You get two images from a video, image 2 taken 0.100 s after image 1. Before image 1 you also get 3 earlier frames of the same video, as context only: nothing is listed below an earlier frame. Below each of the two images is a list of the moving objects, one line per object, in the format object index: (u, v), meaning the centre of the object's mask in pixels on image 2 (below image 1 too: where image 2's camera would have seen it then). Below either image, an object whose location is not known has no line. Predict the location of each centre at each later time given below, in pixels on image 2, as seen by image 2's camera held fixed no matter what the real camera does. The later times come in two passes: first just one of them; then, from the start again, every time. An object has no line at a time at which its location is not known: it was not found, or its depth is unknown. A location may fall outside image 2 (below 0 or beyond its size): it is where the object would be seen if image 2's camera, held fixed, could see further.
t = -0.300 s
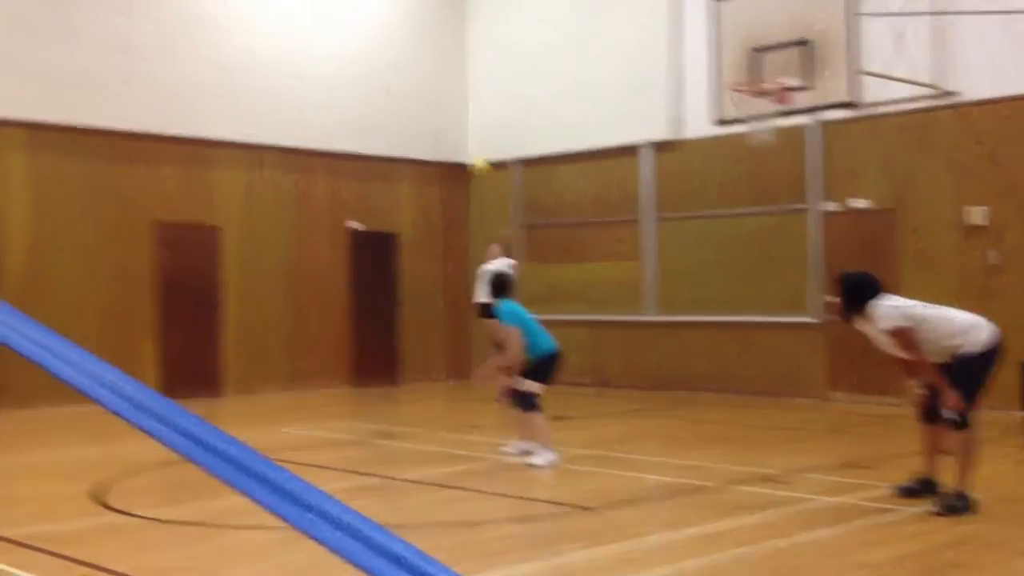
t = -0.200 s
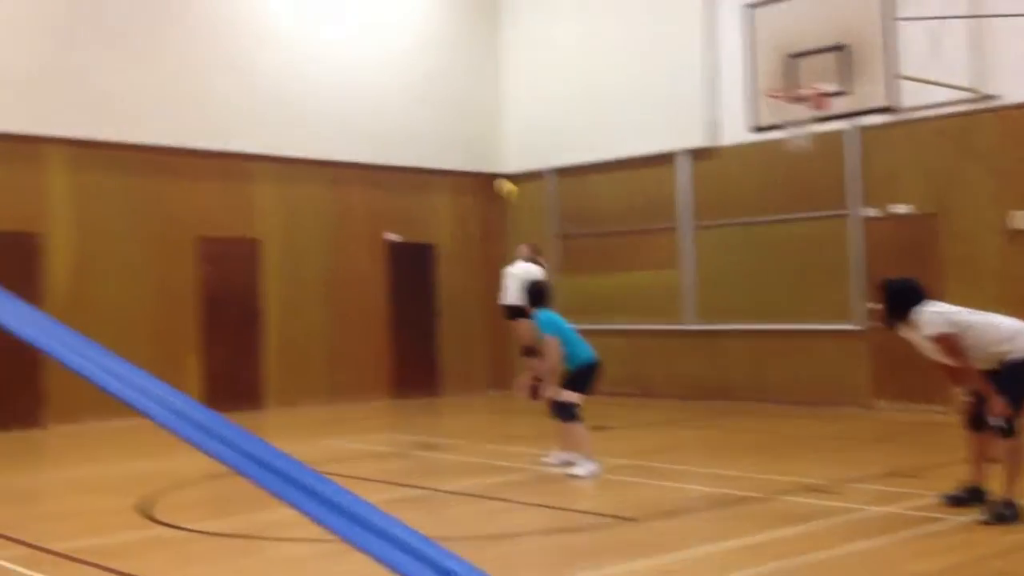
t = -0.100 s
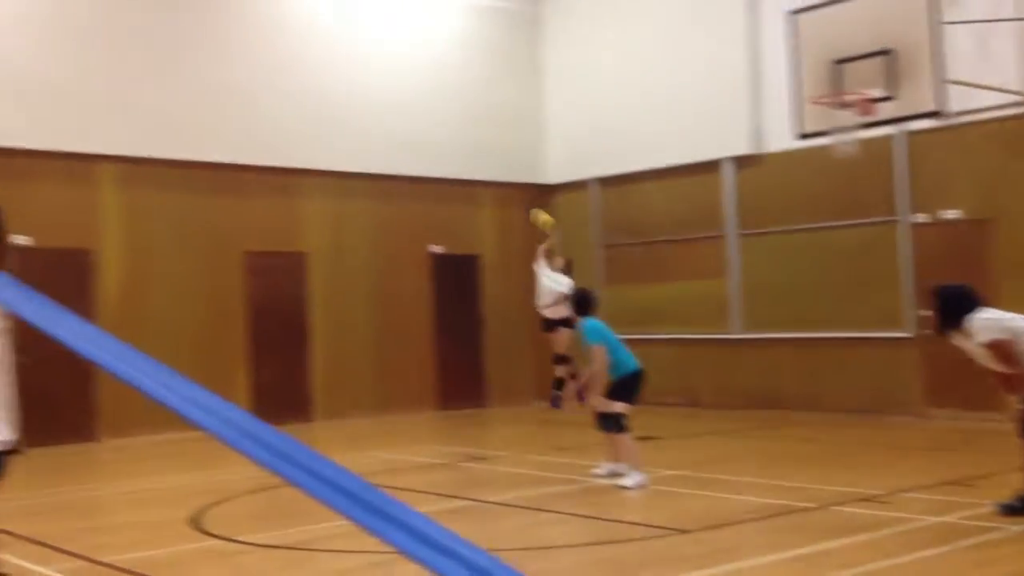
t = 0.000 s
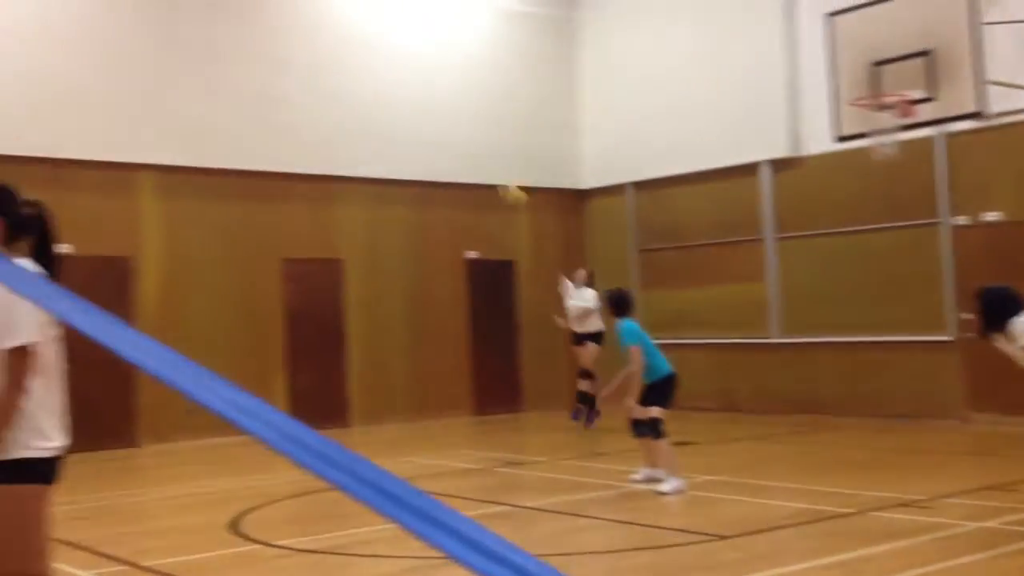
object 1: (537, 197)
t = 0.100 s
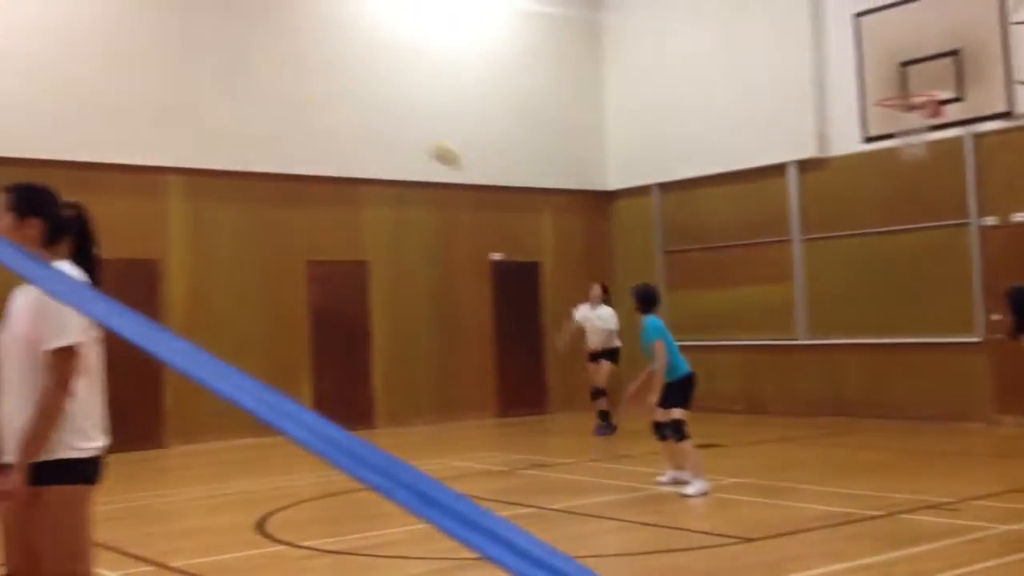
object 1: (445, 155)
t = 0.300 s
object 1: (215, 85)
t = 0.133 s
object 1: (413, 143)
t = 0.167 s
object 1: (378, 130)
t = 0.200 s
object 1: (339, 119)
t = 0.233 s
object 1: (299, 108)
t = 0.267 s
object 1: (258, 97)
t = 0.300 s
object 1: (215, 85)
